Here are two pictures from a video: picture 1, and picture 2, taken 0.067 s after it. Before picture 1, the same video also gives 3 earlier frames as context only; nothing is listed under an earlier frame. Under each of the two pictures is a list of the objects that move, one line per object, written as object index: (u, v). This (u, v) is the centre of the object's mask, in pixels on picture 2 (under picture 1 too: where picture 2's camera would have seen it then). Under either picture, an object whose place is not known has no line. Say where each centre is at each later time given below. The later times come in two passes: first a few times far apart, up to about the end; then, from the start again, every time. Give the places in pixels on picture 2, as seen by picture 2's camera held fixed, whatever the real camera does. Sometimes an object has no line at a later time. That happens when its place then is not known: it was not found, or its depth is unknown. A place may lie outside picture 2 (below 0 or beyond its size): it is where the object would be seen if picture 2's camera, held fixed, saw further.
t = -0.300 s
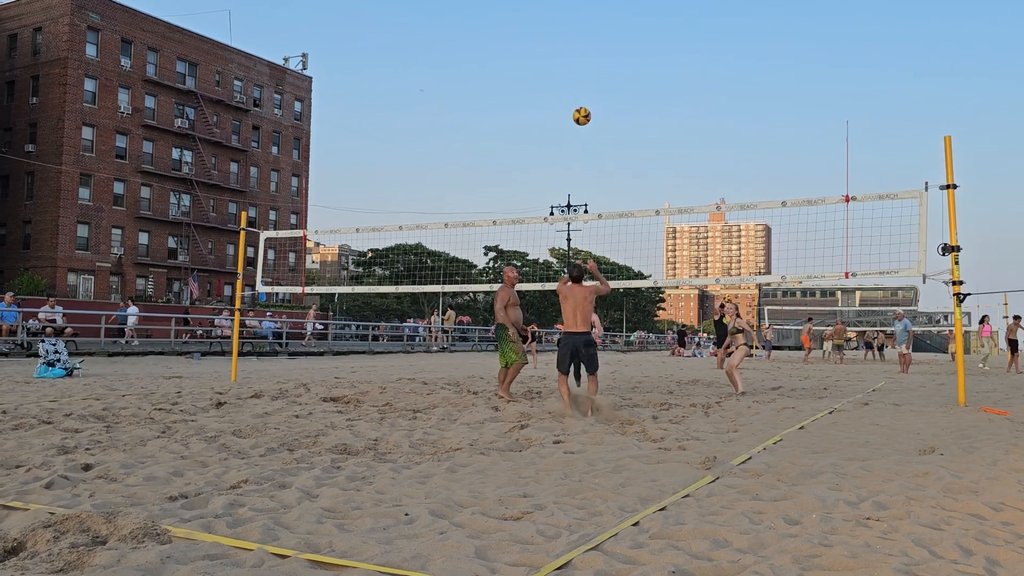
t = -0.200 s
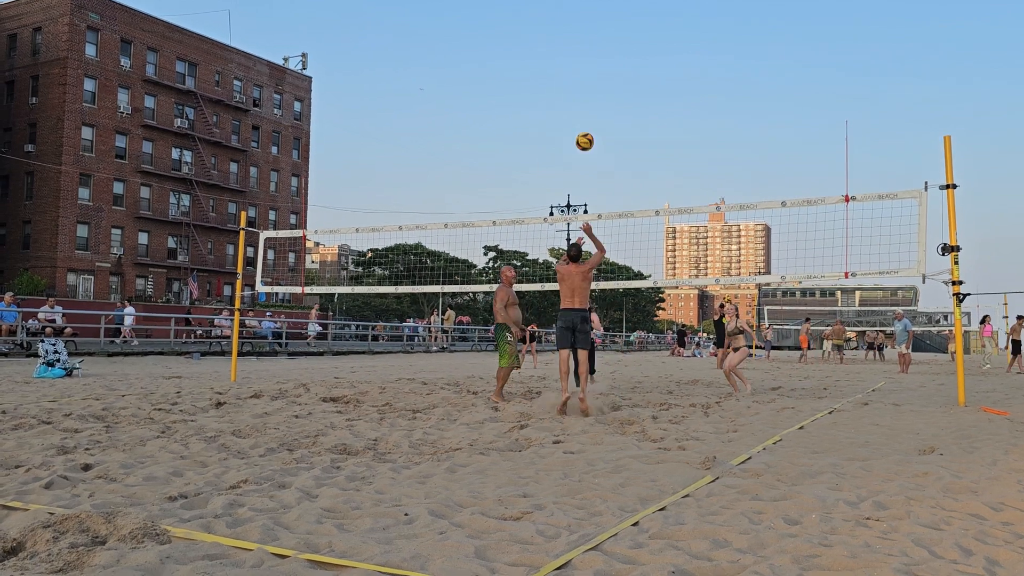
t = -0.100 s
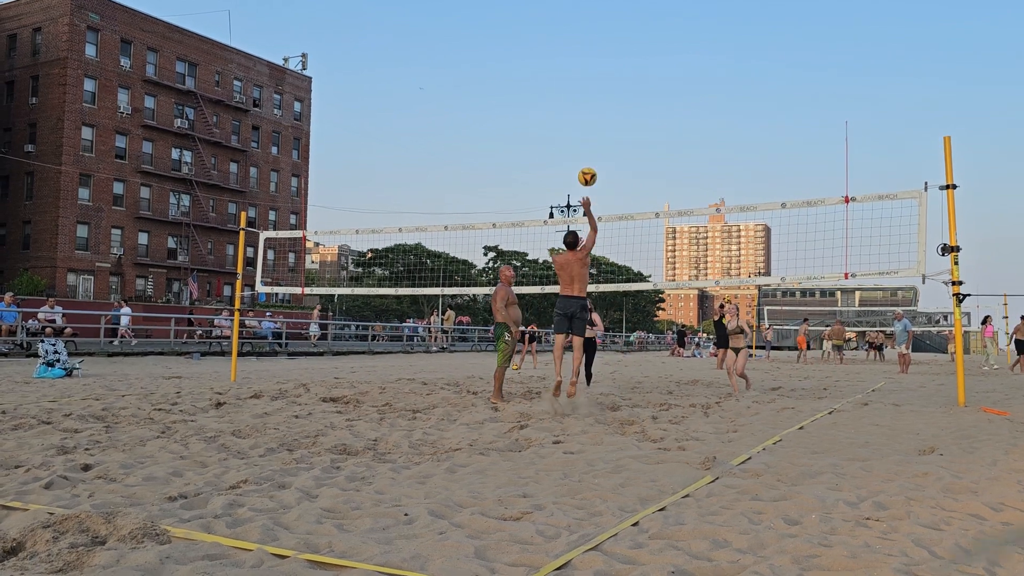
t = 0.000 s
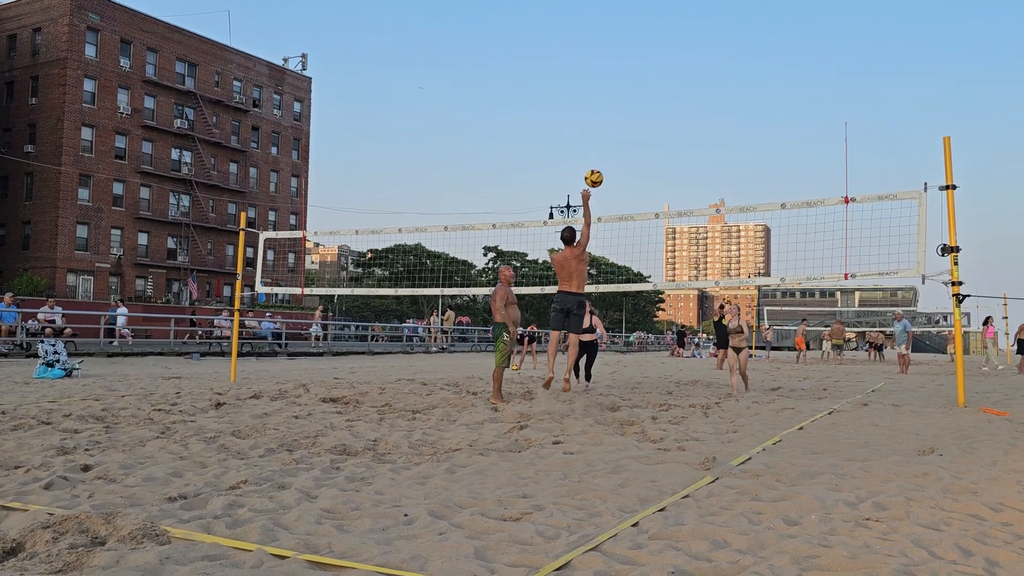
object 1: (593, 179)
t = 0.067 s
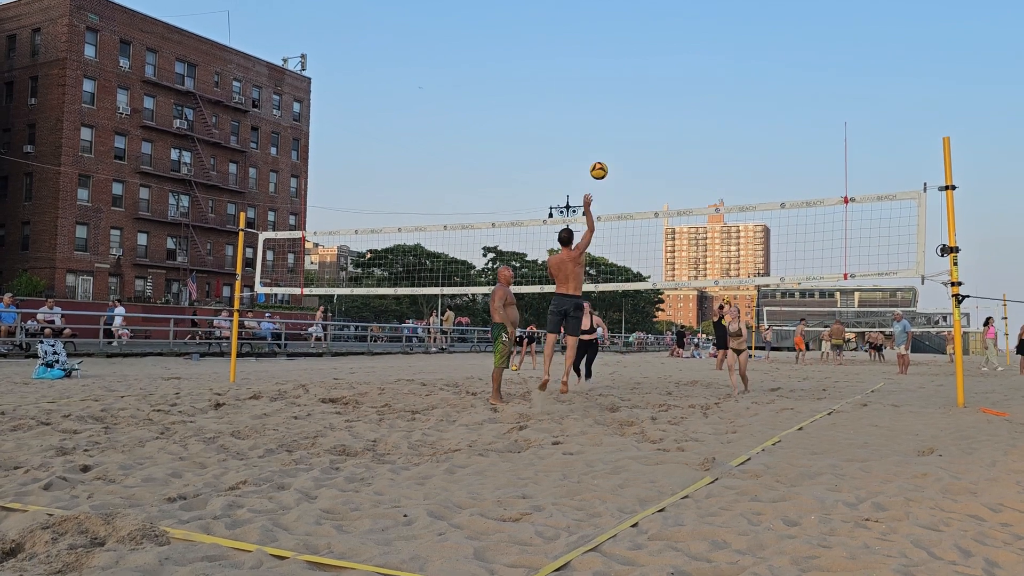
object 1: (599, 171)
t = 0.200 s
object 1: (609, 166)
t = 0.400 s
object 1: (622, 184)
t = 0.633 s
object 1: (634, 238)
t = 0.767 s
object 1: (640, 279)
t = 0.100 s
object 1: (601, 168)
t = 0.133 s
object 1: (604, 167)
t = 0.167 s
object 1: (606, 166)
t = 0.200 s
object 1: (609, 166)
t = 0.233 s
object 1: (611, 167)
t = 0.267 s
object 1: (613, 169)
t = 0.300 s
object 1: (615, 171)
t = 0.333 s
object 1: (618, 175)
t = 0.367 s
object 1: (620, 179)
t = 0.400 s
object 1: (622, 184)
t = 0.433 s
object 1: (623, 190)
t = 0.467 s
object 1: (625, 196)
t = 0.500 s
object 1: (627, 203)
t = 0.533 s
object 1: (629, 208)
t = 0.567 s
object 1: (631, 223)
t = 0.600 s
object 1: (632, 229)
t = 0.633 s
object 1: (634, 238)
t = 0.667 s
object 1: (635, 248)
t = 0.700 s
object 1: (637, 259)
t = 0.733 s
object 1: (639, 271)
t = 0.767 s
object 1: (640, 279)
